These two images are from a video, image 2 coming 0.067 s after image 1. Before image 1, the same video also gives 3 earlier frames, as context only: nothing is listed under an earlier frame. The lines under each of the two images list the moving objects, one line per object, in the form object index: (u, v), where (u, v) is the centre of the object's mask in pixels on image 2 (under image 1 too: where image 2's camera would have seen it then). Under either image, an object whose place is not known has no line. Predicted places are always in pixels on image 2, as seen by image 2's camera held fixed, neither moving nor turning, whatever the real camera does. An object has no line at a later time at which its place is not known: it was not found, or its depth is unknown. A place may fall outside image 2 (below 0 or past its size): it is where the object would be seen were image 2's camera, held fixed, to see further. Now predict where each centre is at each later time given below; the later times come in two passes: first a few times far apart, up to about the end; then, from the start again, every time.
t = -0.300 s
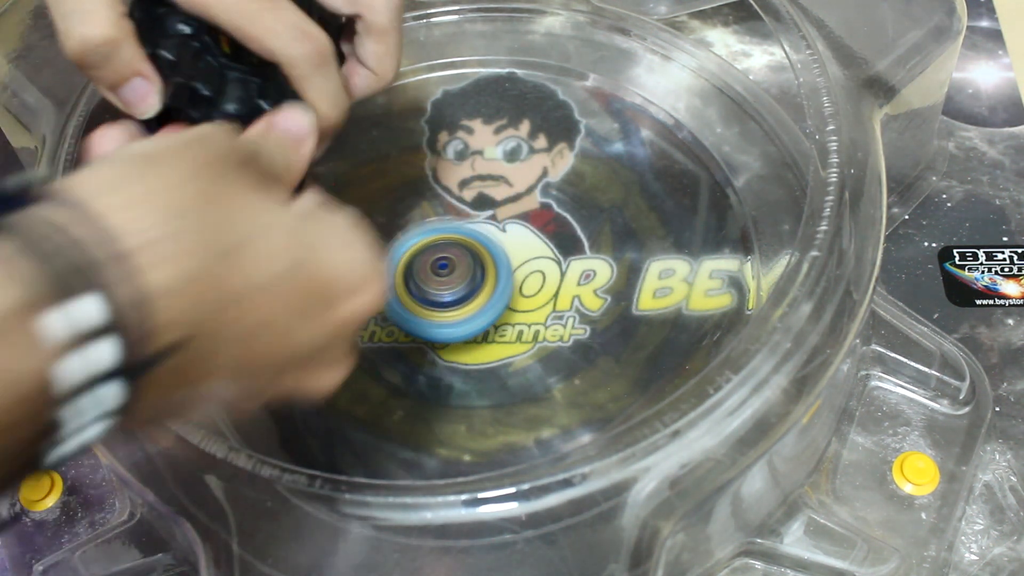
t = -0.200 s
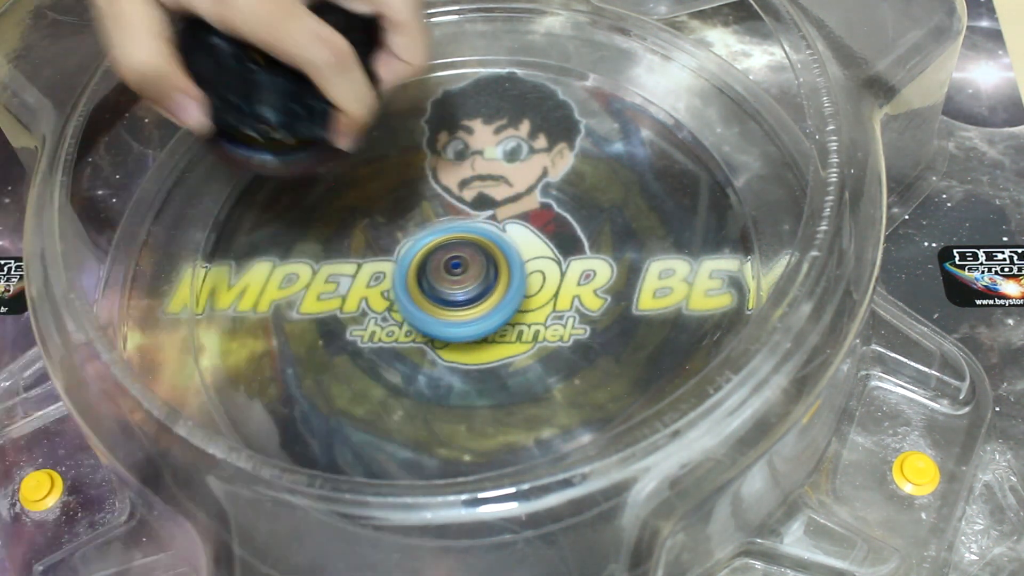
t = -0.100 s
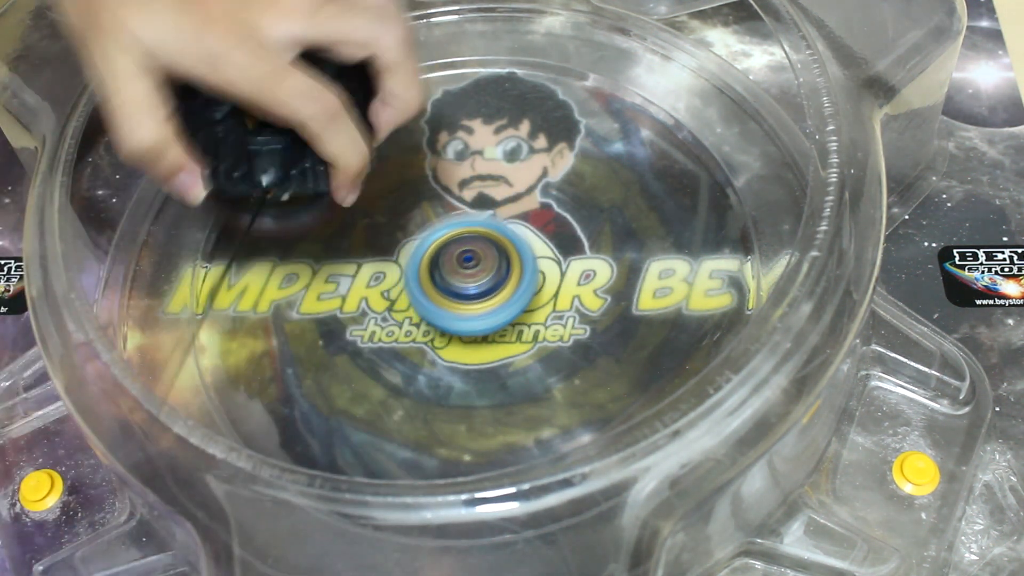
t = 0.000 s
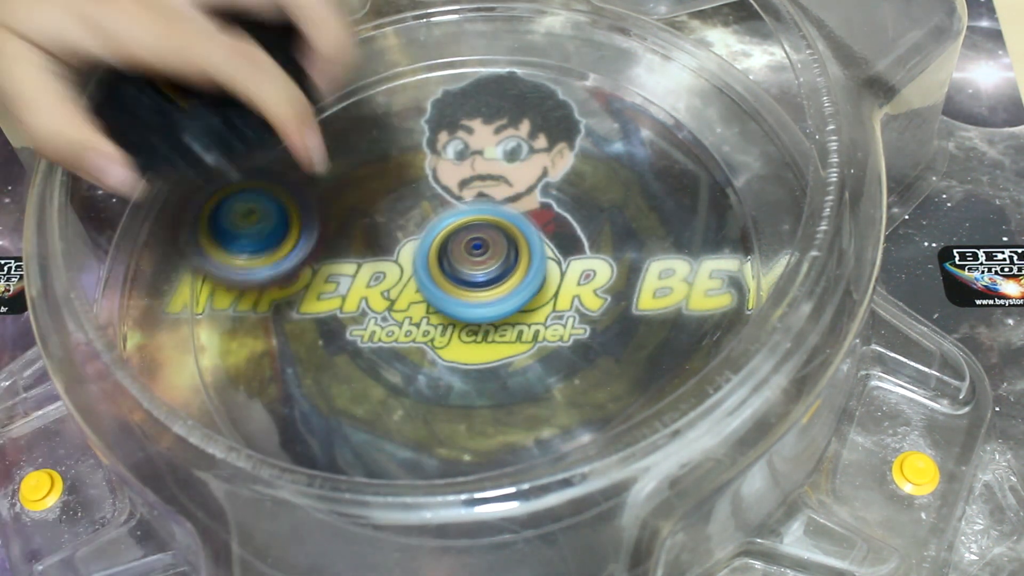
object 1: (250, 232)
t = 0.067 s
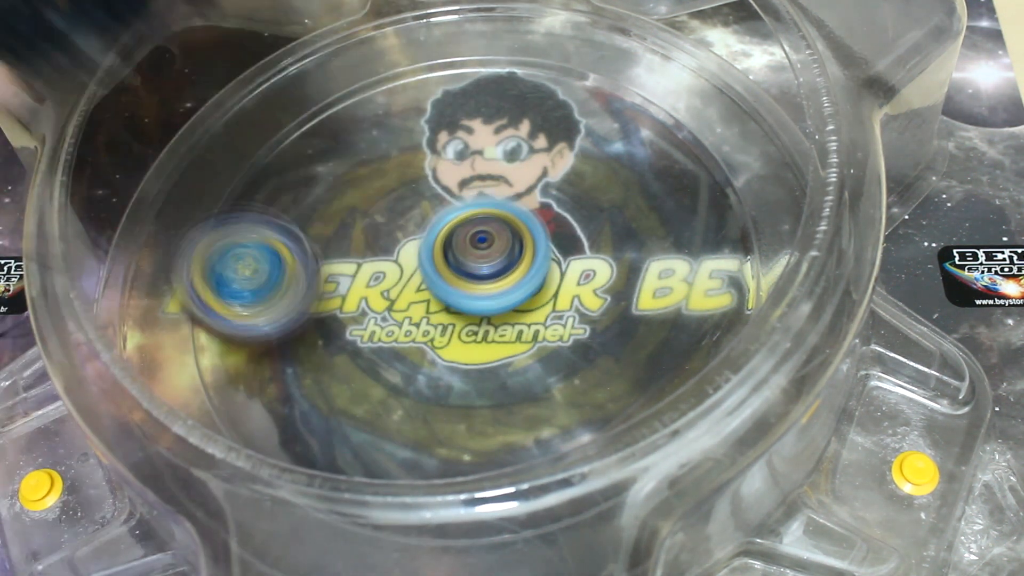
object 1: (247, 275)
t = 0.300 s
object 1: (343, 198)
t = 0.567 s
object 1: (420, 243)
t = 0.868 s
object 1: (267, 268)
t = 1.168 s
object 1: (221, 218)
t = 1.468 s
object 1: (297, 405)
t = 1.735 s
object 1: (328, 281)
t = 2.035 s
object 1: (305, 285)
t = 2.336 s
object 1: (315, 154)
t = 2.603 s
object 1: (411, 170)
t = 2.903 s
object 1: (442, 112)
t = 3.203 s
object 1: (586, 152)
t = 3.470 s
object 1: (569, 154)
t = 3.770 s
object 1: (635, 279)
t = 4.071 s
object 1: (574, 286)
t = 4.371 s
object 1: (483, 414)
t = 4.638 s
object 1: (462, 366)
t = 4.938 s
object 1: (304, 334)
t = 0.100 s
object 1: (282, 304)
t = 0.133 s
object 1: (325, 319)
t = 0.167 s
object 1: (361, 306)
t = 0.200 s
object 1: (376, 284)
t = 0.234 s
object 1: (380, 252)
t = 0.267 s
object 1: (368, 218)
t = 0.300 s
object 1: (343, 198)
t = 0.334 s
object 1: (307, 194)
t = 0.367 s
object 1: (276, 205)
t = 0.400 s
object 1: (258, 235)
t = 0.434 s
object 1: (267, 274)
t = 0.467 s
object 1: (299, 297)
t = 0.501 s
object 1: (347, 299)
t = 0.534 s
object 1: (391, 277)
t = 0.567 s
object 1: (420, 243)
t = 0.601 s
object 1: (429, 203)
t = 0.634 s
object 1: (408, 172)
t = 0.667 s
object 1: (381, 153)
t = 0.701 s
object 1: (347, 133)
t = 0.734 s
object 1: (304, 127)
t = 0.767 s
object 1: (261, 141)
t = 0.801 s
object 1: (234, 181)
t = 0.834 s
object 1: (233, 226)
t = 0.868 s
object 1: (267, 268)
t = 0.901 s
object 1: (310, 280)
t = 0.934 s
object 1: (363, 276)
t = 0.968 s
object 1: (408, 253)
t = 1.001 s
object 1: (410, 222)
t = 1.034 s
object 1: (349, 187)
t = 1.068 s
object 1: (302, 174)
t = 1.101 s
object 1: (254, 169)
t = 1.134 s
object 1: (226, 184)
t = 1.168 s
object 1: (221, 218)
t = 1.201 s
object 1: (211, 258)
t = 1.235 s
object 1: (202, 268)
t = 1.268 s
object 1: (212, 293)
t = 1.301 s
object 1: (232, 315)
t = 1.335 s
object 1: (256, 319)
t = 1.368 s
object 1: (223, 350)
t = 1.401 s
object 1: (240, 371)
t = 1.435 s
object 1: (277, 396)
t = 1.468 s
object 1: (297, 405)
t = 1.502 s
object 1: (311, 406)
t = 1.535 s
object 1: (324, 404)
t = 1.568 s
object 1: (341, 394)
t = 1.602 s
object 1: (352, 375)
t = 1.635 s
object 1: (357, 352)
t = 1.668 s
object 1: (353, 328)
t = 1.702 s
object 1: (345, 304)
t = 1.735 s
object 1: (328, 281)
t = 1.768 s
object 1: (307, 267)
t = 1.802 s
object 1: (284, 259)
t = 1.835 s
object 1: (265, 263)
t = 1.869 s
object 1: (253, 271)
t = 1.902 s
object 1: (251, 280)
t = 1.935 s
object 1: (259, 288)
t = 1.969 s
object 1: (270, 293)
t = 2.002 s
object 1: (286, 291)
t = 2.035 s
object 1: (305, 285)
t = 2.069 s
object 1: (328, 270)
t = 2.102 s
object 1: (342, 253)
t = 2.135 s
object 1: (351, 231)
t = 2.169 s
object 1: (356, 209)
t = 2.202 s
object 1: (357, 192)
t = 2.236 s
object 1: (351, 173)
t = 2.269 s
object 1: (340, 160)
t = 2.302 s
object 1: (326, 152)
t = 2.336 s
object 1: (315, 154)
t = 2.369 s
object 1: (310, 160)
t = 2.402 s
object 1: (312, 168)
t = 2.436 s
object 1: (320, 177)
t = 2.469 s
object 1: (331, 183)
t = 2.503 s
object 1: (347, 186)
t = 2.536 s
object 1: (367, 184)
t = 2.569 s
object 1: (391, 181)
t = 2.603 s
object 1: (411, 170)
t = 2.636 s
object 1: (431, 159)
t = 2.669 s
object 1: (447, 143)
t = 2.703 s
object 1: (458, 127)
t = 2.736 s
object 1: (461, 113)
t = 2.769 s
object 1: (458, 101)
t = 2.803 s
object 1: (452, 98)
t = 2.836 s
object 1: (446, 100)
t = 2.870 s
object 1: (442, 105)
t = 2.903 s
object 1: (442, 112)
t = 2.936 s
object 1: (446, 122)
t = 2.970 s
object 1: (453, 133)
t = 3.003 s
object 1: (466, 142)
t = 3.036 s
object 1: (481, 150)
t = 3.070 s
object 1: (500, 158)
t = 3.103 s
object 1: (525, 163)
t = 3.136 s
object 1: (544, 163)
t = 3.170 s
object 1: (567, 159)
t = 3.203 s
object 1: (586, 152)
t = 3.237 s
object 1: (598, 142)
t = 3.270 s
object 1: (602, 132)
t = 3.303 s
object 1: (599, 125)
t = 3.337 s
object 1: (592, 124)
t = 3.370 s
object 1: (586, 127)
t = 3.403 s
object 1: (579, 133)
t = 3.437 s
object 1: (572, 143)
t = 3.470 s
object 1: (569, 154)
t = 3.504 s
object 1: (566, 170)
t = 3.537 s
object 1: (563, 187)
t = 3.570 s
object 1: (564, 204)
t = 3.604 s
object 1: (570, 223)
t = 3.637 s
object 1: (579, 241)
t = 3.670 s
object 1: (591, 257)
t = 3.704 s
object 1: (606, 269)
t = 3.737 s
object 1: (621, 277)
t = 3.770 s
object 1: (635, 279)
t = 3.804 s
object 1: (644, 278)
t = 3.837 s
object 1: (647, 274)
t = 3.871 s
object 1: (645, 271)
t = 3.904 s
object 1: (641, 268)
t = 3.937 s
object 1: (634, 268)
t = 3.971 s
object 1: (624, 268)
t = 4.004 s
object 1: (610, 270)
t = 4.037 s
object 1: (592, 277)
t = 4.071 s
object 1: (574, 286)
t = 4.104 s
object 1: (555, 297)
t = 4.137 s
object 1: (532, 318)
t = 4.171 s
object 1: (515, 336)
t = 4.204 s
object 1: (499, 352)
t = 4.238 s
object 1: (488, 369)
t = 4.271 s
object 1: (481, 387)
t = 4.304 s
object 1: (478, 401)
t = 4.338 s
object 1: (480, 409)
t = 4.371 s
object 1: (483, 414)
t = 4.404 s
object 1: (488, 415)
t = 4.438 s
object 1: (491, 413)
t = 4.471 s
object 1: (493, 409)
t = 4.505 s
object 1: (492, 404)
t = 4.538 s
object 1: (489, 398)
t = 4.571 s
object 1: (485, 388)
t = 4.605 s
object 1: (475, 376)
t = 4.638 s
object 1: (462, 366)
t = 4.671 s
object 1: (448, 352)
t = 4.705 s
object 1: (426, 345)
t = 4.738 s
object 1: (406, 336)
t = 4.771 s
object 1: (387, 331)
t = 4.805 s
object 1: (365, 326)
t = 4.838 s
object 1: (345, 327)
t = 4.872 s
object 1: (329, 328)
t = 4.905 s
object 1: (315, 331)
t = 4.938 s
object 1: (304, 334)
